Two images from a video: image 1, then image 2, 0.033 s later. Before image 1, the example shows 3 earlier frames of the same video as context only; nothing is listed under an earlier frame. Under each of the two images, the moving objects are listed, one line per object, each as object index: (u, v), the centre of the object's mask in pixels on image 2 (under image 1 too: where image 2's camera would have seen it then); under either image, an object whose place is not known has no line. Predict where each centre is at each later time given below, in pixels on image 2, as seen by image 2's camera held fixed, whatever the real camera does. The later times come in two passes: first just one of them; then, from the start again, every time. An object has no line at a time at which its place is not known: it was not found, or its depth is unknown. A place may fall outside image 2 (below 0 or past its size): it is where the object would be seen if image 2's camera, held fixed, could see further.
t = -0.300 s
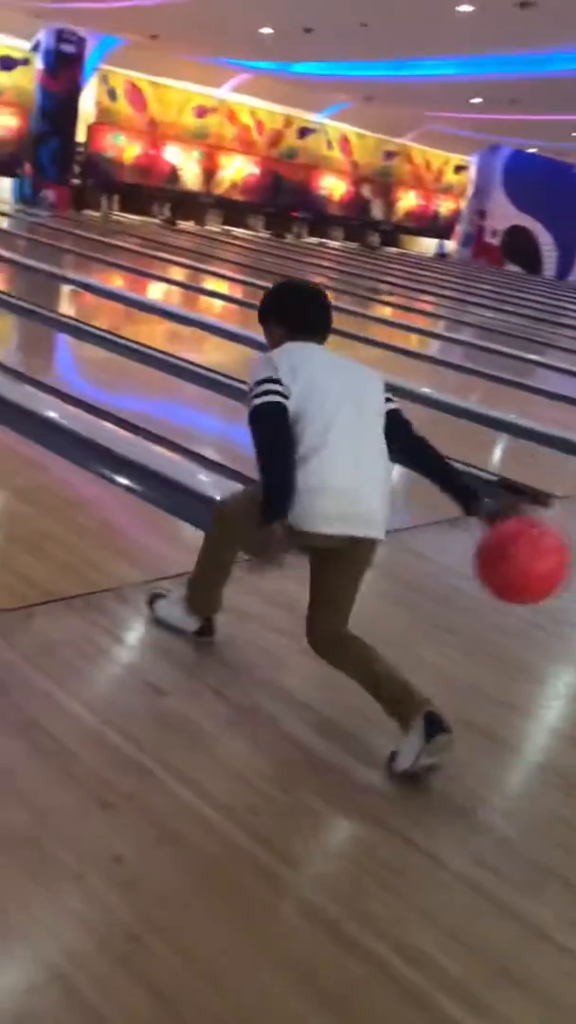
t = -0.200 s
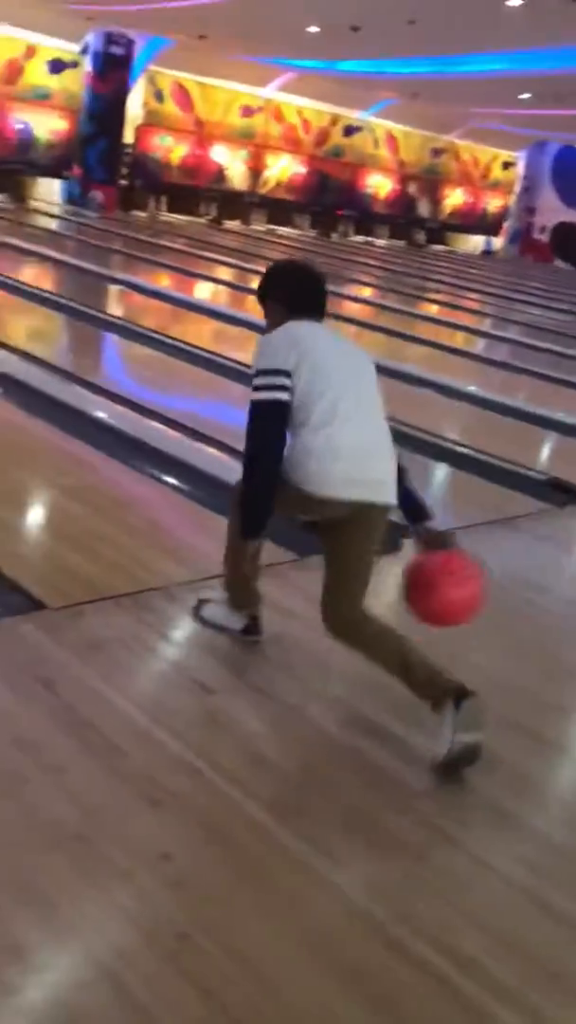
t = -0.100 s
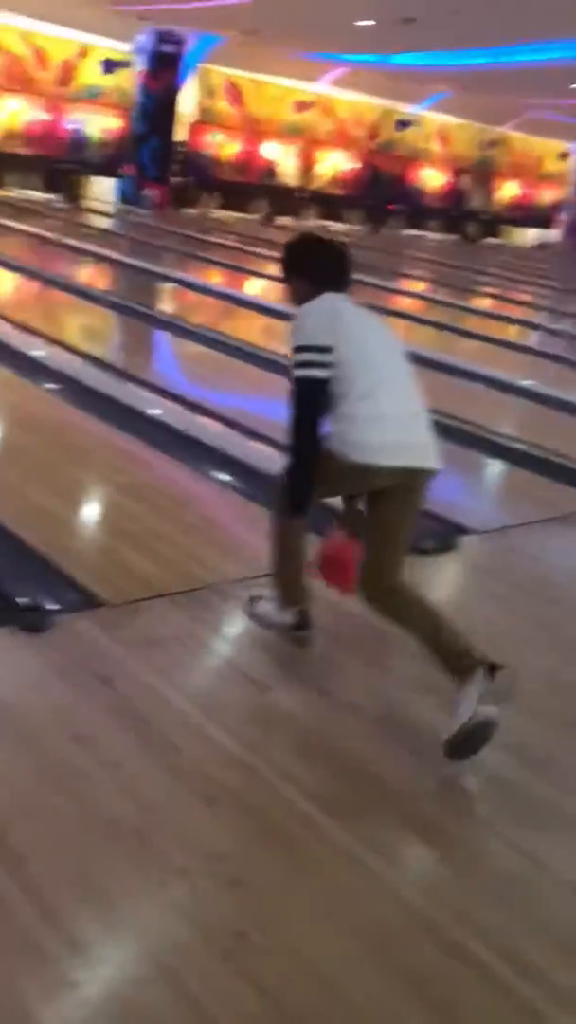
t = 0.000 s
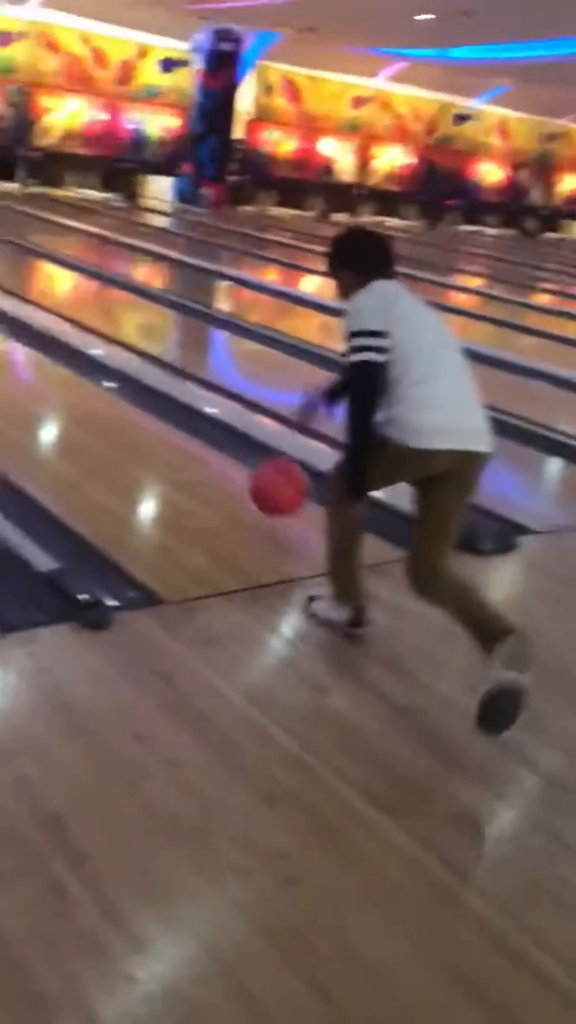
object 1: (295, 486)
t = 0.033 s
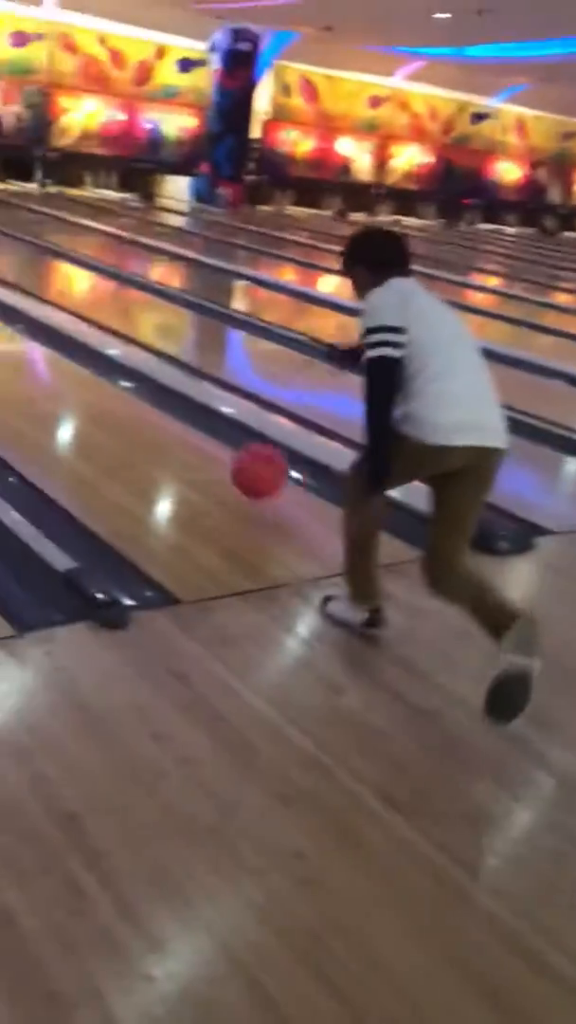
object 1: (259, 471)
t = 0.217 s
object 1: (110, 401)
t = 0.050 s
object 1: (241, 465)
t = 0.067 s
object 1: (225, 459)
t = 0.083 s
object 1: (210, 455)
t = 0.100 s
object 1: (196, 451)
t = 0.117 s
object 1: (181, 448)
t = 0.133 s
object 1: (168, 439)
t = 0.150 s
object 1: (155, 432)
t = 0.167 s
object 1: (143, 420)
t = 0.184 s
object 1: (133, 414)
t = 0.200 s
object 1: (120, 406)
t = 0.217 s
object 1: (110, 401)
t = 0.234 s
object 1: (100, 396)
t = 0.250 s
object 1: (88, 392)
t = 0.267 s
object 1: (78, 388)
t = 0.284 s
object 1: (69, 381)
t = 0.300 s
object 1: (59, 376)
